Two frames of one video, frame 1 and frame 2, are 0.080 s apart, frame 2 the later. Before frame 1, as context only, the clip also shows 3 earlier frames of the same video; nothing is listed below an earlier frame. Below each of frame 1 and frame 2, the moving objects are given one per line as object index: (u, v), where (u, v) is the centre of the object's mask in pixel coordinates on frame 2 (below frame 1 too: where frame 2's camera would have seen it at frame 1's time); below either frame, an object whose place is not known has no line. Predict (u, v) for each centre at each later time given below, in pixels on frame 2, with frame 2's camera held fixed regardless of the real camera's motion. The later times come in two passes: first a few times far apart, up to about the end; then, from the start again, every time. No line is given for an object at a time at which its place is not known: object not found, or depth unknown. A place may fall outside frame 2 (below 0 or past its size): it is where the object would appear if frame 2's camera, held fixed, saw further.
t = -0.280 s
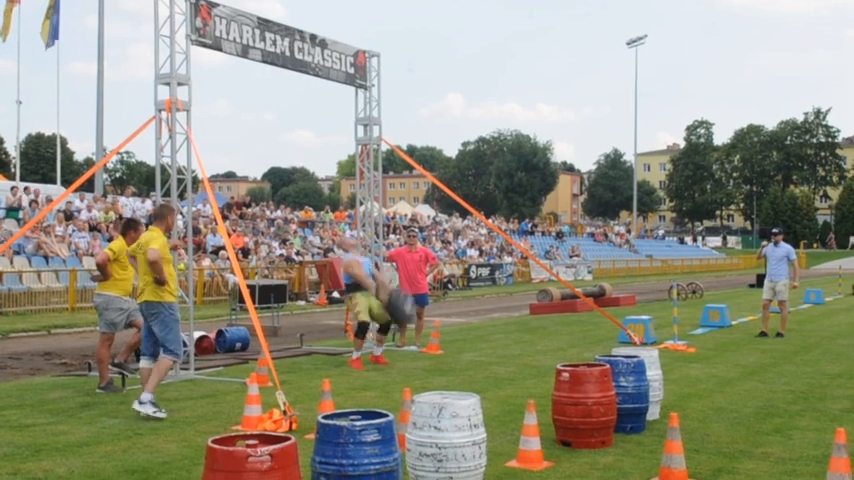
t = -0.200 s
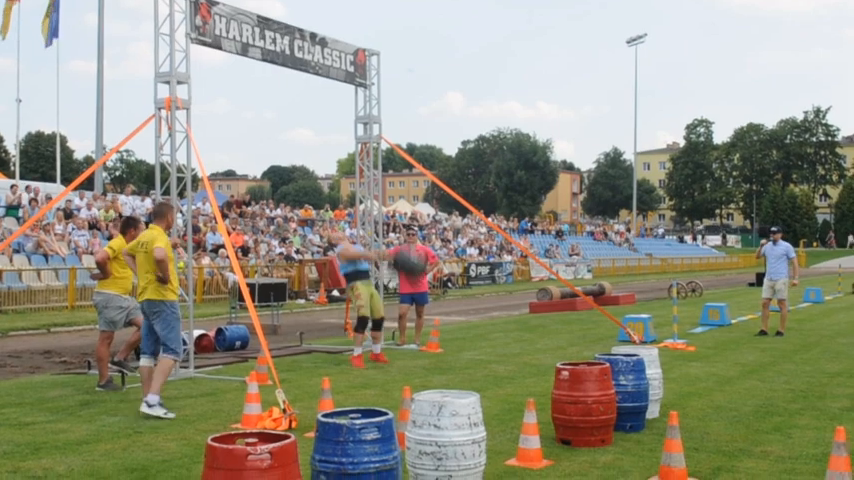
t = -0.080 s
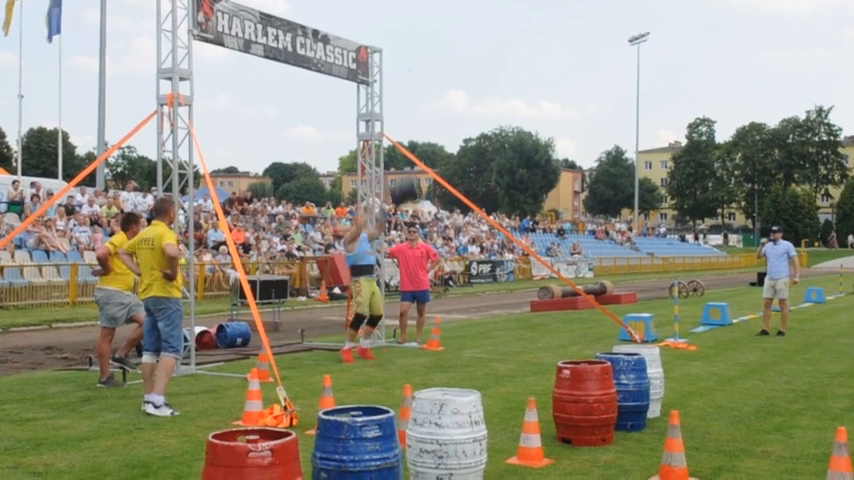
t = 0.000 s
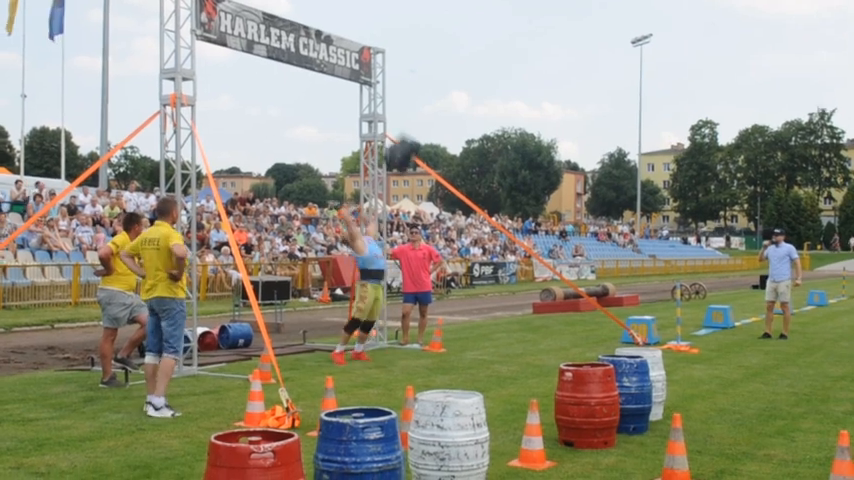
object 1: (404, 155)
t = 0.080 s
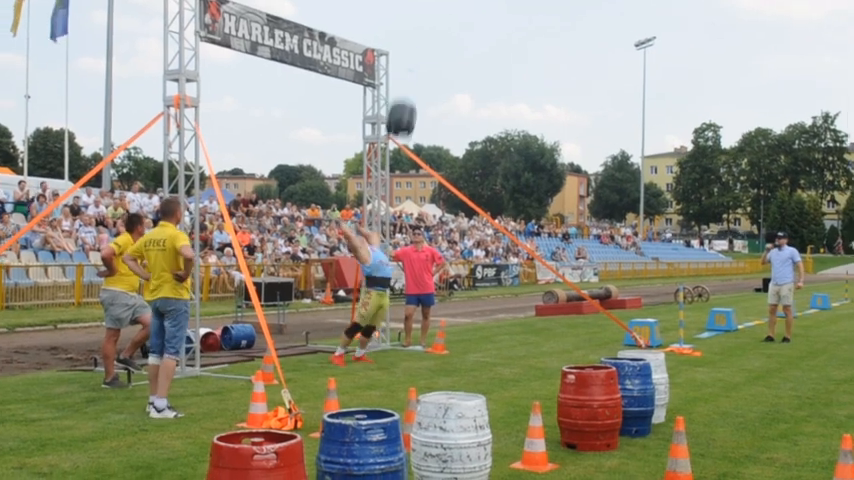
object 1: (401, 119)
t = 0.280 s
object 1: (391, 45)
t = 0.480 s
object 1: (374, 11)
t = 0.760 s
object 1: (346, 19)
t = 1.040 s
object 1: (357, 36)
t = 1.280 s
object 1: (375, 86)
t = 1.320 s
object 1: (378, 99)
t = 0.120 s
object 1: (399, 102)
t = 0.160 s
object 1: (397, 86)
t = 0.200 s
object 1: (396, 72)
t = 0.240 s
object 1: (393, 58)
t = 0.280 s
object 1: (391, 45)
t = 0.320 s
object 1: (388, 35)
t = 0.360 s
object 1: (385, 25)
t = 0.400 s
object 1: (382, 18)
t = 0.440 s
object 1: (378, 12)
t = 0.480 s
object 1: (374, 11)
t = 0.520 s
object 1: (370, 9)
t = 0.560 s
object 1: (365, 8)
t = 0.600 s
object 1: (360, 7)
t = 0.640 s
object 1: (356, 7)
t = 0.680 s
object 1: (352, 10)
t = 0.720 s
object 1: (348, 15)
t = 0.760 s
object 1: (346, 19)
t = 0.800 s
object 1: (346, 20)
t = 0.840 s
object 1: (347, 21)
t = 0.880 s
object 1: (348, 23)
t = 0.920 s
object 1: (349, 26)
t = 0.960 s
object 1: (350, 30)
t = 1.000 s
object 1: (353, 33)
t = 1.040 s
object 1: (357, 36)
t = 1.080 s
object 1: (360, 41)
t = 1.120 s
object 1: (363, 47)
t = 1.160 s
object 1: (366, 56)
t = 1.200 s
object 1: (370, 64)
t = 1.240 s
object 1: (373, 75)
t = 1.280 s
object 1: (375, 86)
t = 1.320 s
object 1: (378, 99)
